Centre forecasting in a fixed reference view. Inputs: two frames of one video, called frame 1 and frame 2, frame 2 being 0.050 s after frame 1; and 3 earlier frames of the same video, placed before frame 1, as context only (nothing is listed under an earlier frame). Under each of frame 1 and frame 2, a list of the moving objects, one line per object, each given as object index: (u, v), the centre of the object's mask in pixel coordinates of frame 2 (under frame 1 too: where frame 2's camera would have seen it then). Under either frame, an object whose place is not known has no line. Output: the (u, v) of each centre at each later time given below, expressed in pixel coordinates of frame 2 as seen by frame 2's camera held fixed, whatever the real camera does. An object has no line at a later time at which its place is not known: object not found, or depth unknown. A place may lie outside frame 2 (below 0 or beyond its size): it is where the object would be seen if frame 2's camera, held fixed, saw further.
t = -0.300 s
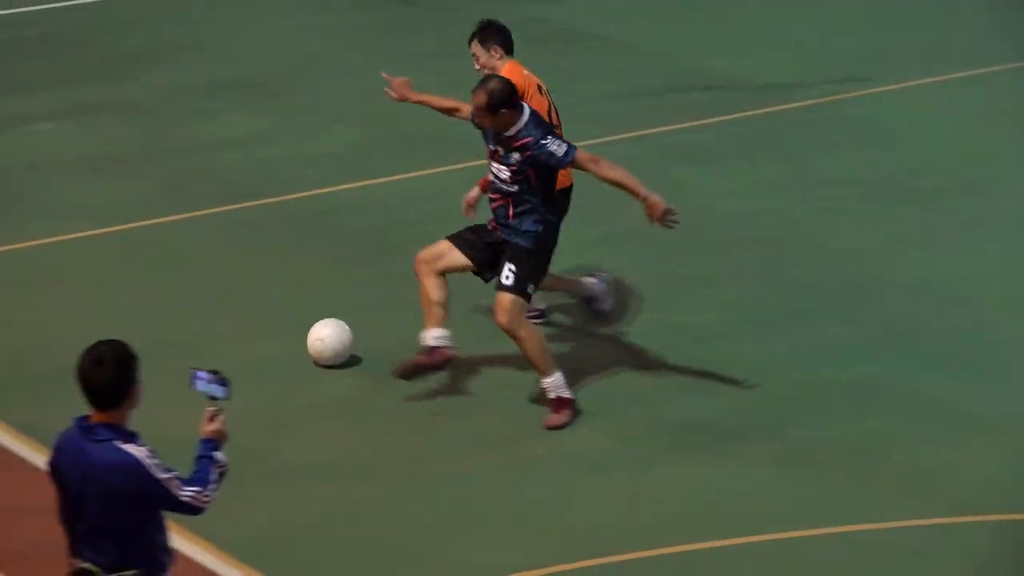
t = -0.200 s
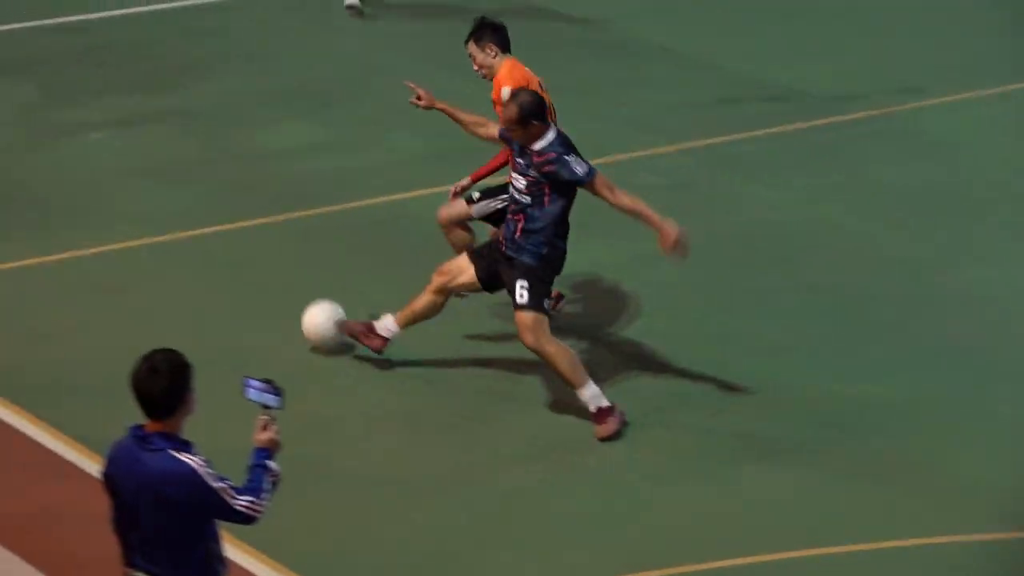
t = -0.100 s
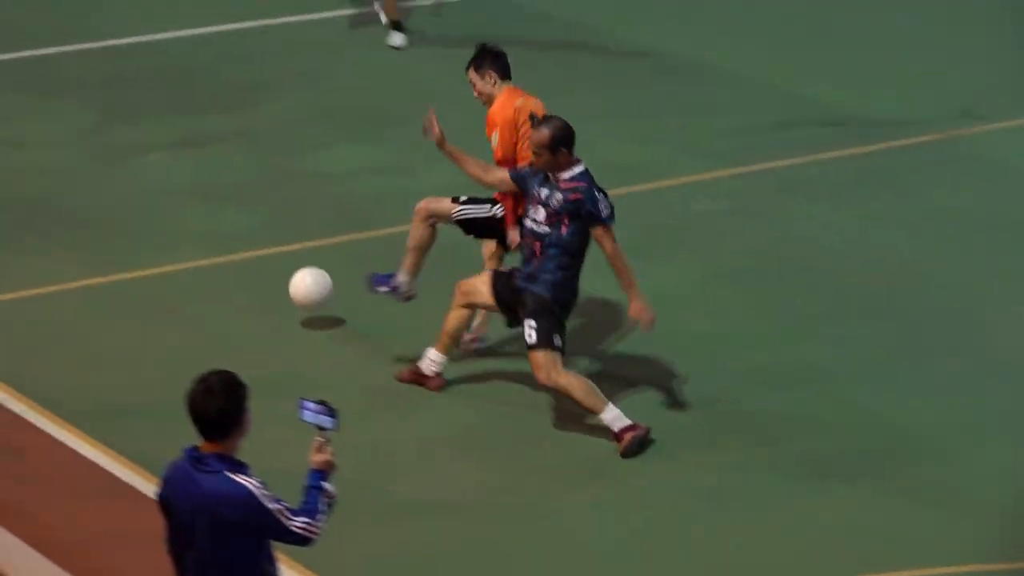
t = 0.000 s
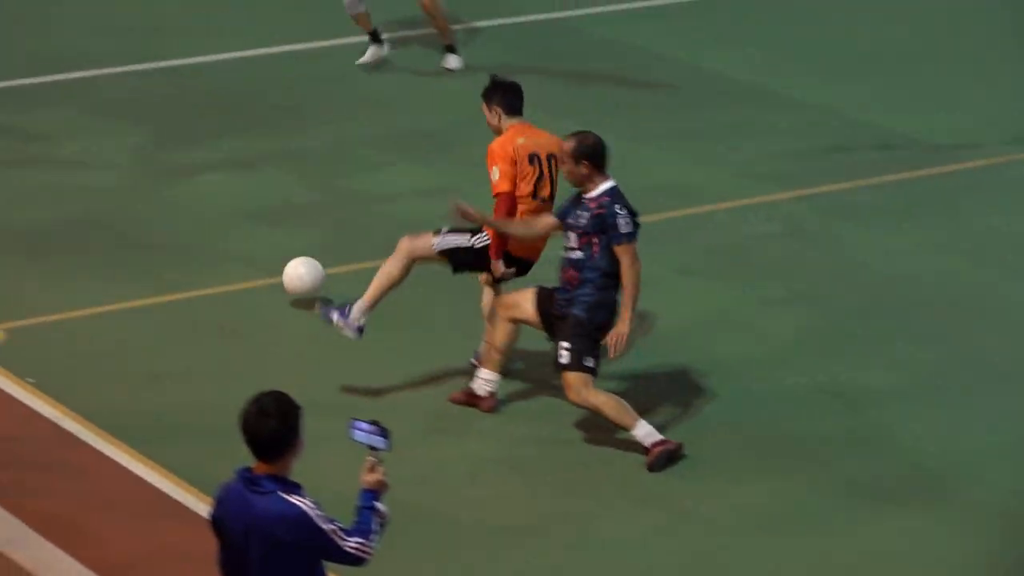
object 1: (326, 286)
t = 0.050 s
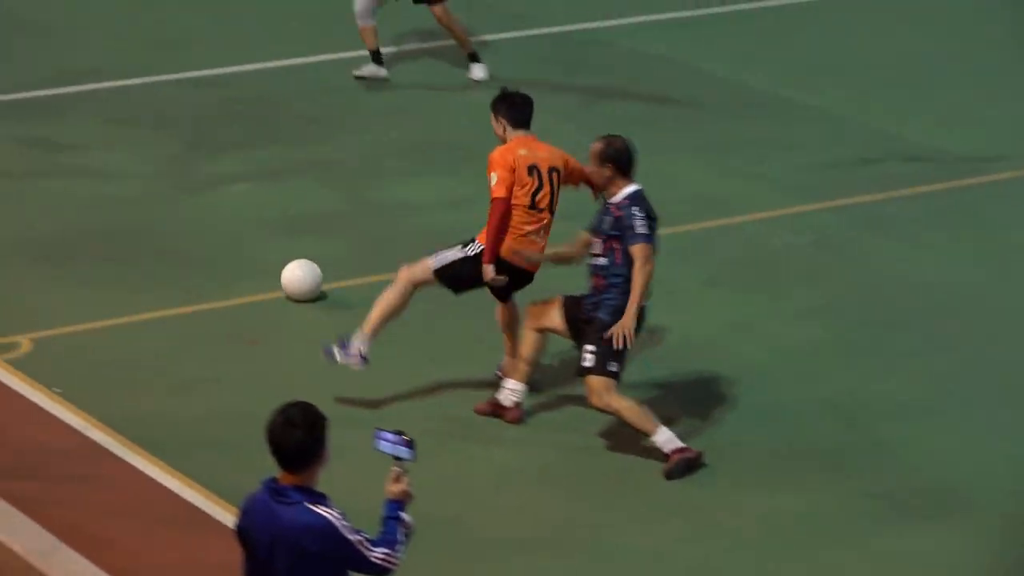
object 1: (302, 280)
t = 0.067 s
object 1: (296, 272)
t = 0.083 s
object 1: (289, 264)
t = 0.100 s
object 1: (282, 255)
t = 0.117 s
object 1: (275, 248)
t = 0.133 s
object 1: (268, 242)
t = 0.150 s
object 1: (264, 236)
